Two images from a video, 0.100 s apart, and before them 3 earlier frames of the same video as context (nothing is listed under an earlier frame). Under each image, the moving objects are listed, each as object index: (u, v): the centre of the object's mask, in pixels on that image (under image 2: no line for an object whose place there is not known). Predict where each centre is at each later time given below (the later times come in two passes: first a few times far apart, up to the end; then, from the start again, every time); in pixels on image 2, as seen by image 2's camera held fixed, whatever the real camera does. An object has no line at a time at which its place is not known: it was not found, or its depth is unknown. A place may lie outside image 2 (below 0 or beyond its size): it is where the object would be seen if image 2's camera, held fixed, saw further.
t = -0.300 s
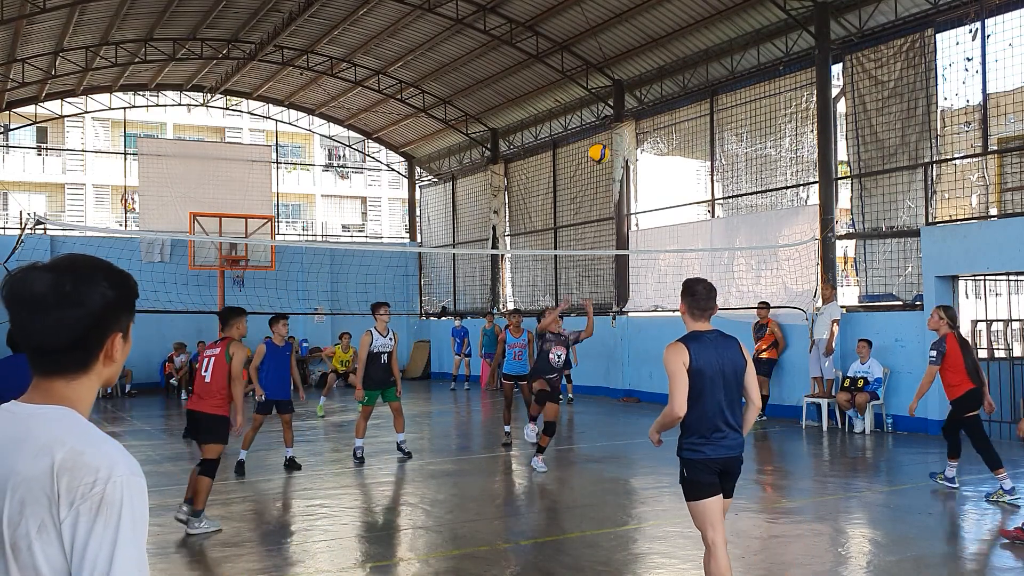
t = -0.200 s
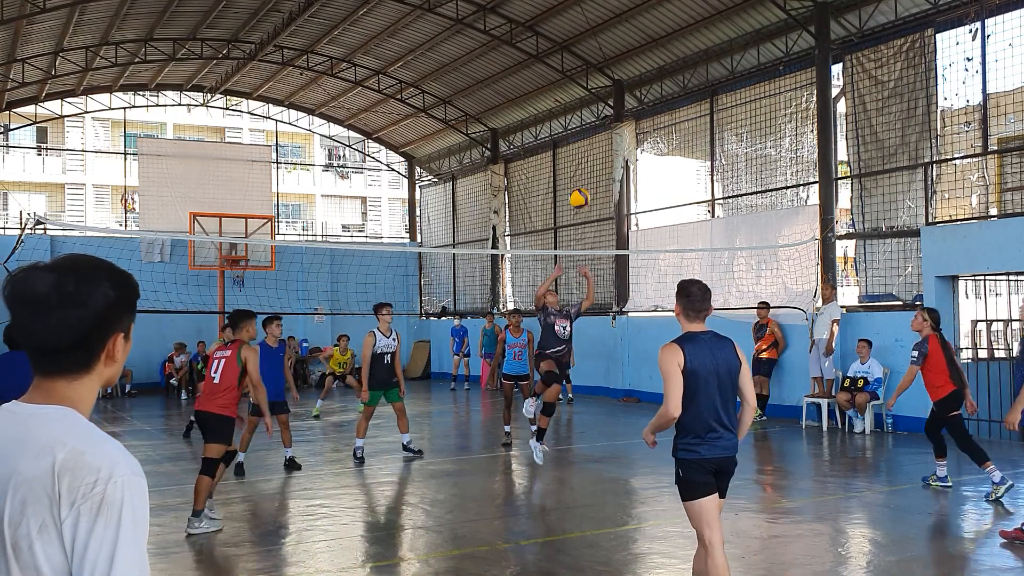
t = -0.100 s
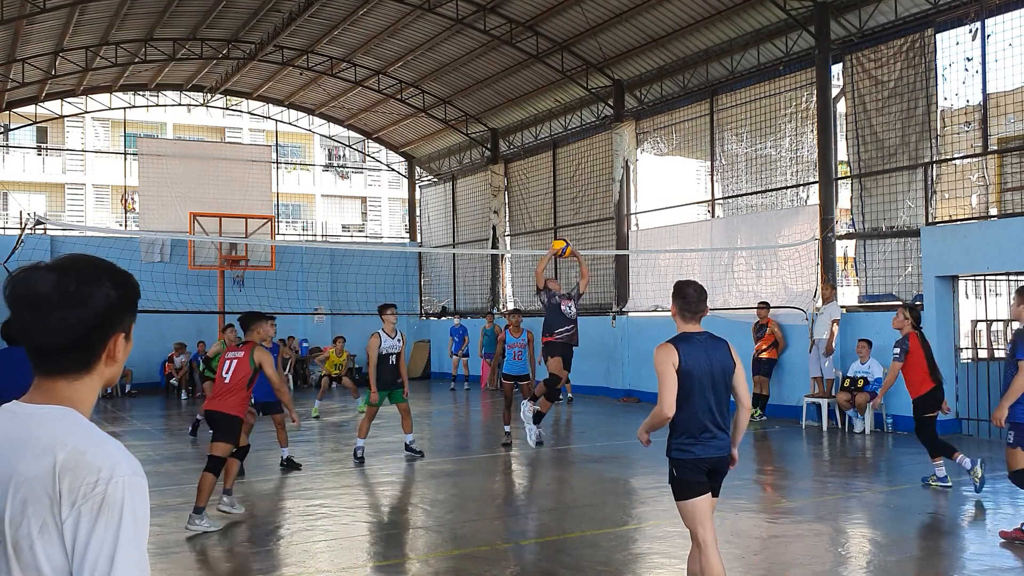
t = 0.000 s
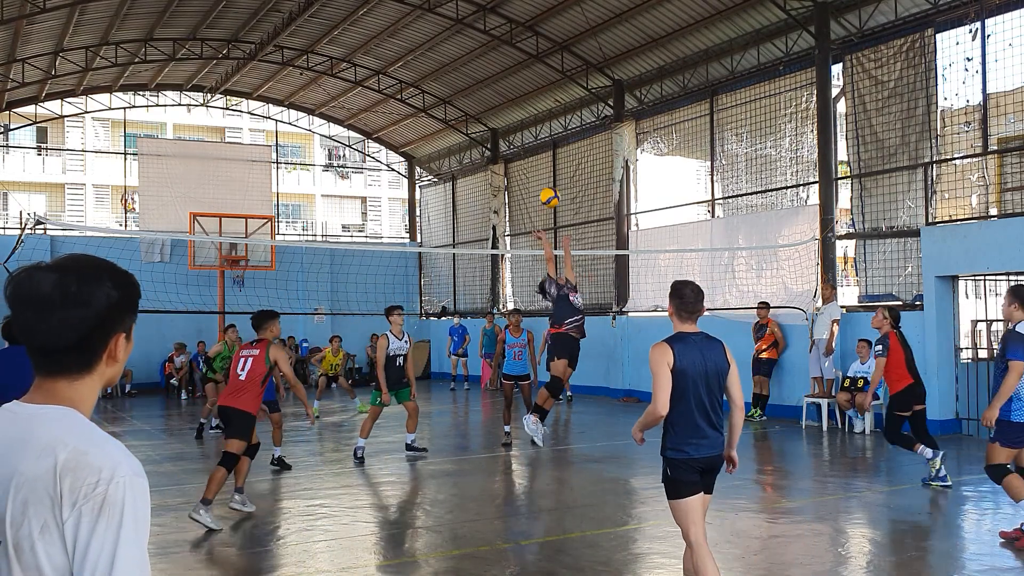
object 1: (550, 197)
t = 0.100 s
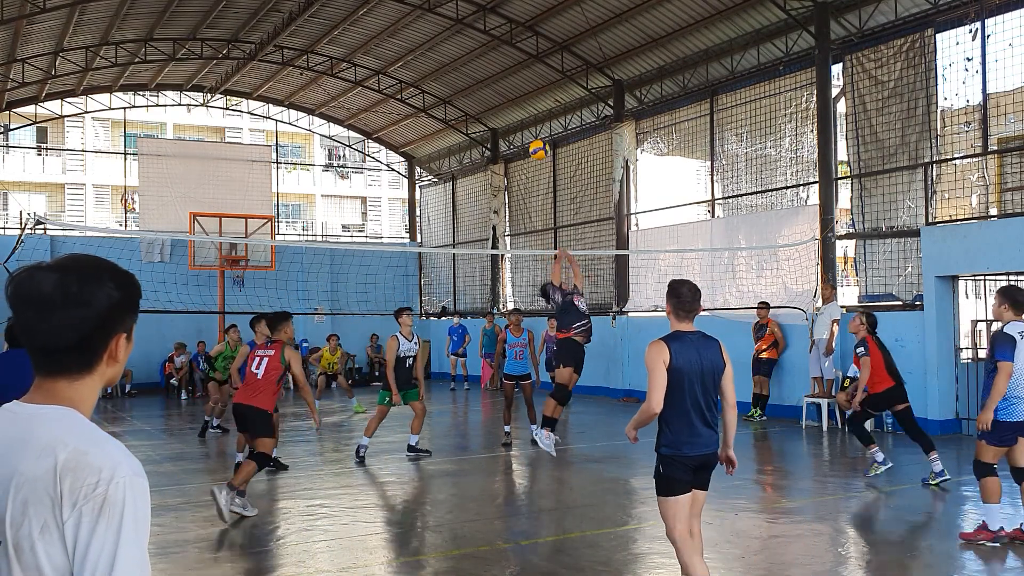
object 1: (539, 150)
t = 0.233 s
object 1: (526, 104)
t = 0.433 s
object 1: (506, 68)
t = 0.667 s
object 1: (485, 74)
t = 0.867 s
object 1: (470, 117)
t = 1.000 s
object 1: (459, 163)
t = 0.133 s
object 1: (535, 137)
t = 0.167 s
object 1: (532, 125)
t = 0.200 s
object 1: (529, 113)
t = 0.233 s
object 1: (526, 104)
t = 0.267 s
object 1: (522, 95)
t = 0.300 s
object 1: (519, 88)
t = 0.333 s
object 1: (515, 81)
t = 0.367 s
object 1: (512, 76)
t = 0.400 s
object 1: (509, 71)
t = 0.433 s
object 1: (506, 68)
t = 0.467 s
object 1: (503, 66)
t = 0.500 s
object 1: (499, 65)
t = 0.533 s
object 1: (497, 65)
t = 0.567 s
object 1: (493, 66)
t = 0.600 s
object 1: (491, 67)
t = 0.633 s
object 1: (488, 70)
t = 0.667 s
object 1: (485, 74)
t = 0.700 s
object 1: (483, 79)
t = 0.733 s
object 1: (480, 84)
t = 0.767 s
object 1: (477, 91)
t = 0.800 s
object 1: (475, 99)
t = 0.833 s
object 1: (472, 108)
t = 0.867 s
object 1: (470, 117)
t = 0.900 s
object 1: (467, 127)
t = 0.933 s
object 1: (464, 138)
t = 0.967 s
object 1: (462, 151)
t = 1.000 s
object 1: (459, 163)
